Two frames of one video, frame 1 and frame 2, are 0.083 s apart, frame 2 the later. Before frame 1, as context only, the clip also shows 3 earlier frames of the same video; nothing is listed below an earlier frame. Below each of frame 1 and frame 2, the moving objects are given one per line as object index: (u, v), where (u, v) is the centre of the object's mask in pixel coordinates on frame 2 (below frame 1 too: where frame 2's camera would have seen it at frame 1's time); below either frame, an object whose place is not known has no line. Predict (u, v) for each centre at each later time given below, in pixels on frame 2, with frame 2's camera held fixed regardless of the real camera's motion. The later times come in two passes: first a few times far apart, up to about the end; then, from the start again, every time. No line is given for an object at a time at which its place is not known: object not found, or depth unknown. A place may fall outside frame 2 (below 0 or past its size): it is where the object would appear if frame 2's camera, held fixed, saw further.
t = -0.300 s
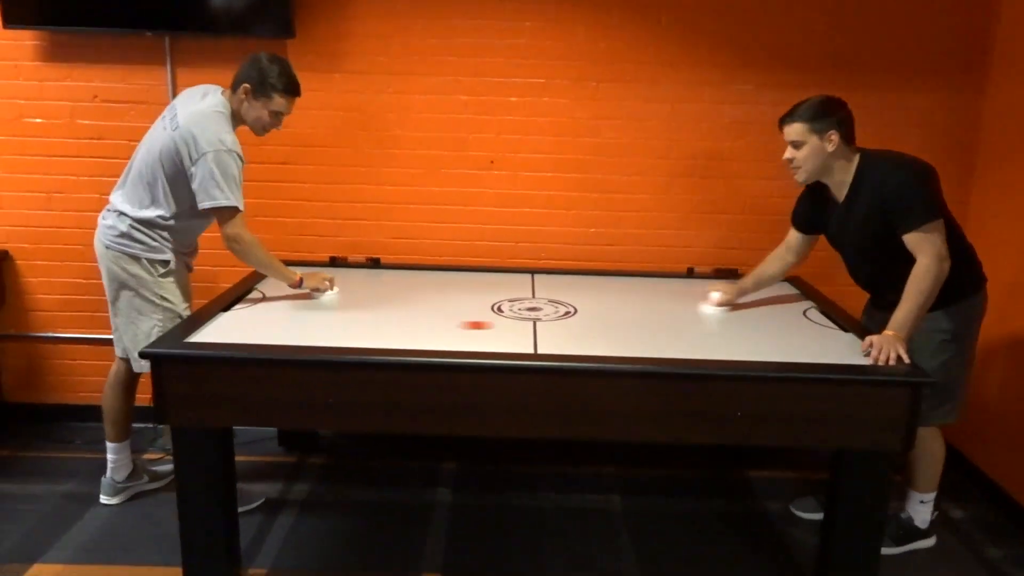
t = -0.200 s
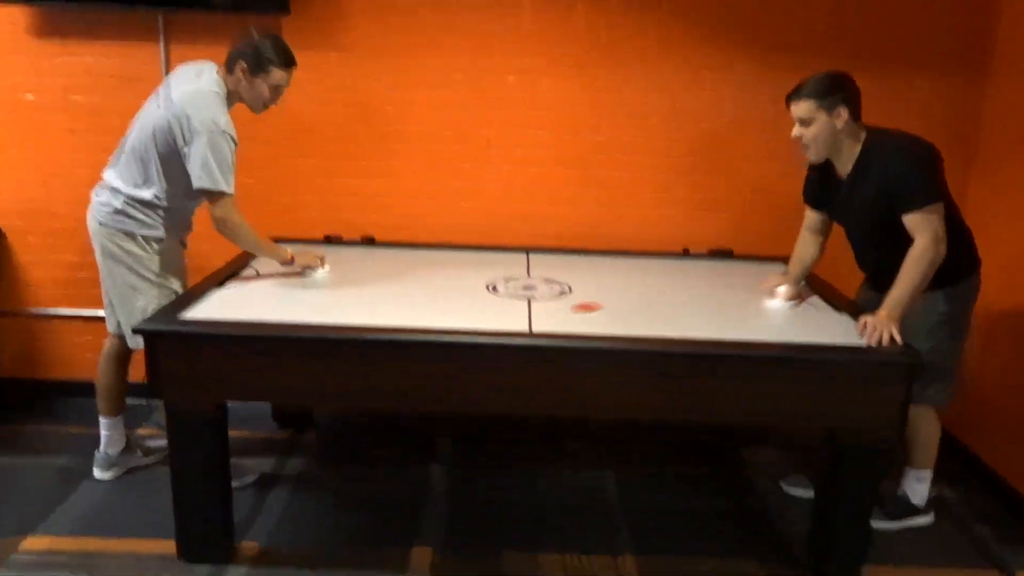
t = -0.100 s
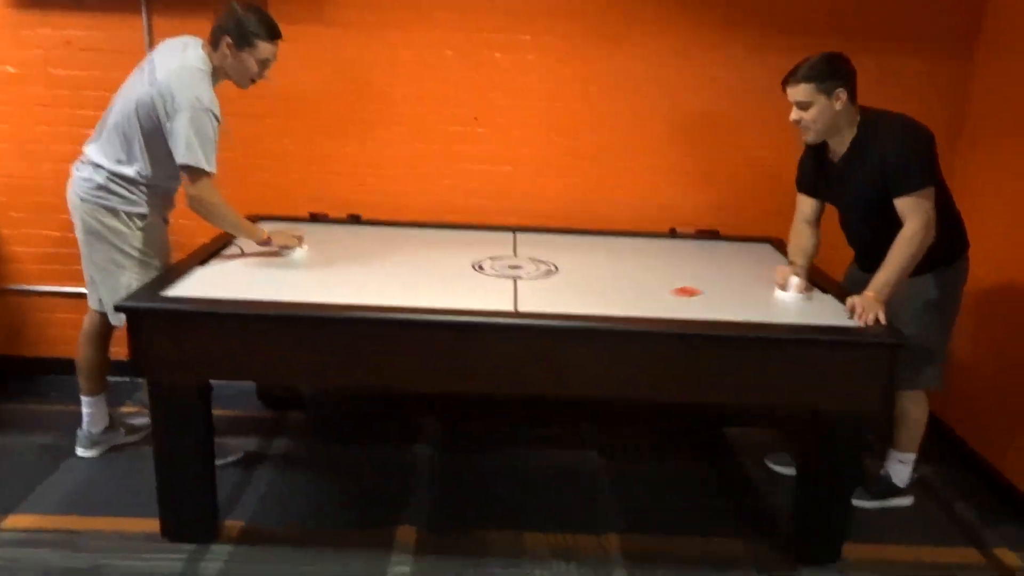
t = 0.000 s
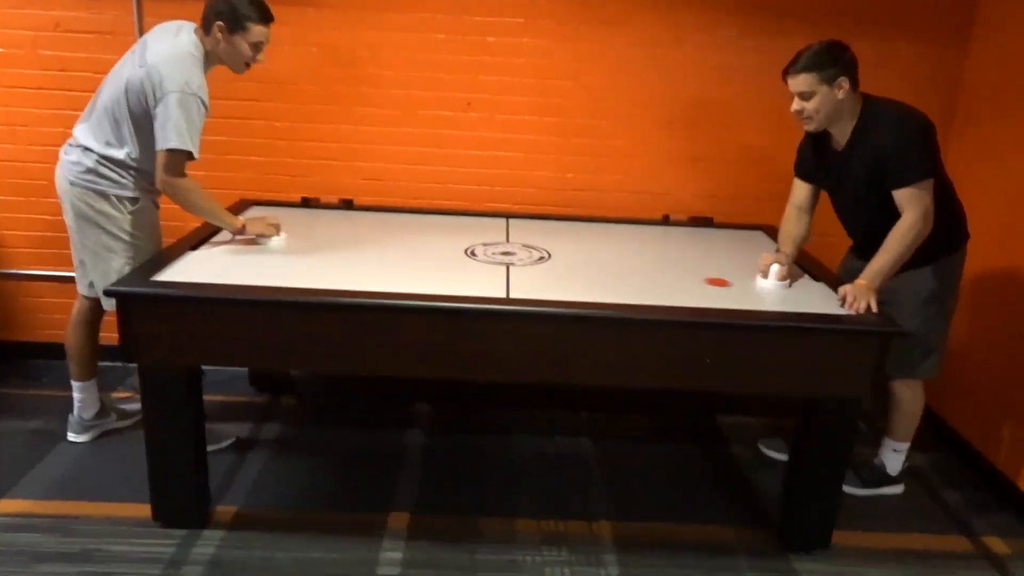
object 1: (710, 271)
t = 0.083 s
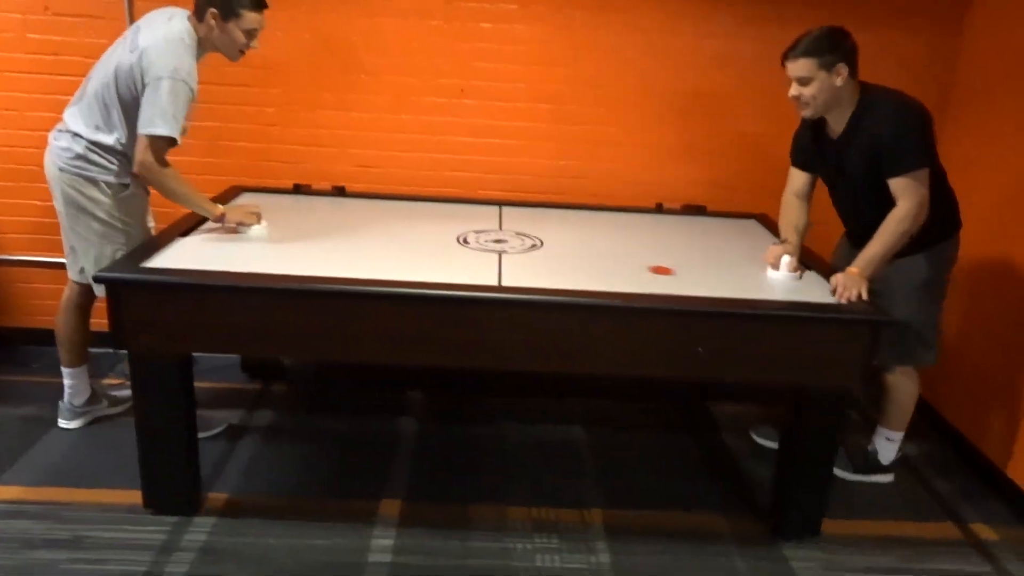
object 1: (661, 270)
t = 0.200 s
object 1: (590, 270)
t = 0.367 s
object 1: (486, 270)
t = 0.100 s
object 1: (650, 270)
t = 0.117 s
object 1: (640, 270)
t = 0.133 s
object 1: (630, 270)
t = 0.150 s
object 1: (620, 270)
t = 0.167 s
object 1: (610, 270)
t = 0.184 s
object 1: (600, 270)
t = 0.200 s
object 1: (590, 270)
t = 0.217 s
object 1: (580, 270)
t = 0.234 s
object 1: (570, 270)
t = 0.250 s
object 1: (559, 270)
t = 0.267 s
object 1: (549, 270)
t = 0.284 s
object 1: (539, 270)
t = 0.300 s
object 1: (529, 270)
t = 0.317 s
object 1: (517, 270)
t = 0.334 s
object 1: (507, 270)
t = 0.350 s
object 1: (496, 270)
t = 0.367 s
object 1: (486, 270)
